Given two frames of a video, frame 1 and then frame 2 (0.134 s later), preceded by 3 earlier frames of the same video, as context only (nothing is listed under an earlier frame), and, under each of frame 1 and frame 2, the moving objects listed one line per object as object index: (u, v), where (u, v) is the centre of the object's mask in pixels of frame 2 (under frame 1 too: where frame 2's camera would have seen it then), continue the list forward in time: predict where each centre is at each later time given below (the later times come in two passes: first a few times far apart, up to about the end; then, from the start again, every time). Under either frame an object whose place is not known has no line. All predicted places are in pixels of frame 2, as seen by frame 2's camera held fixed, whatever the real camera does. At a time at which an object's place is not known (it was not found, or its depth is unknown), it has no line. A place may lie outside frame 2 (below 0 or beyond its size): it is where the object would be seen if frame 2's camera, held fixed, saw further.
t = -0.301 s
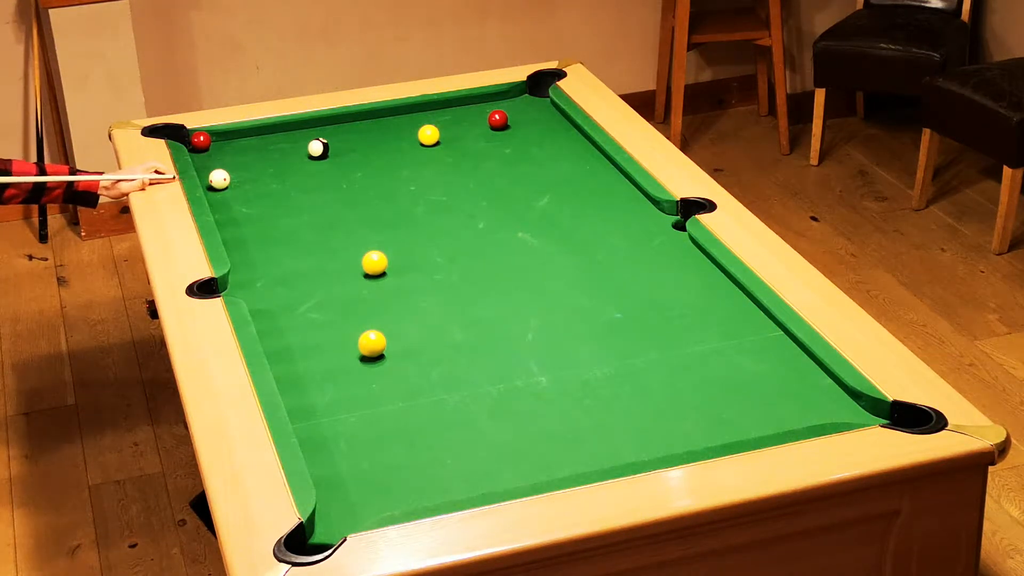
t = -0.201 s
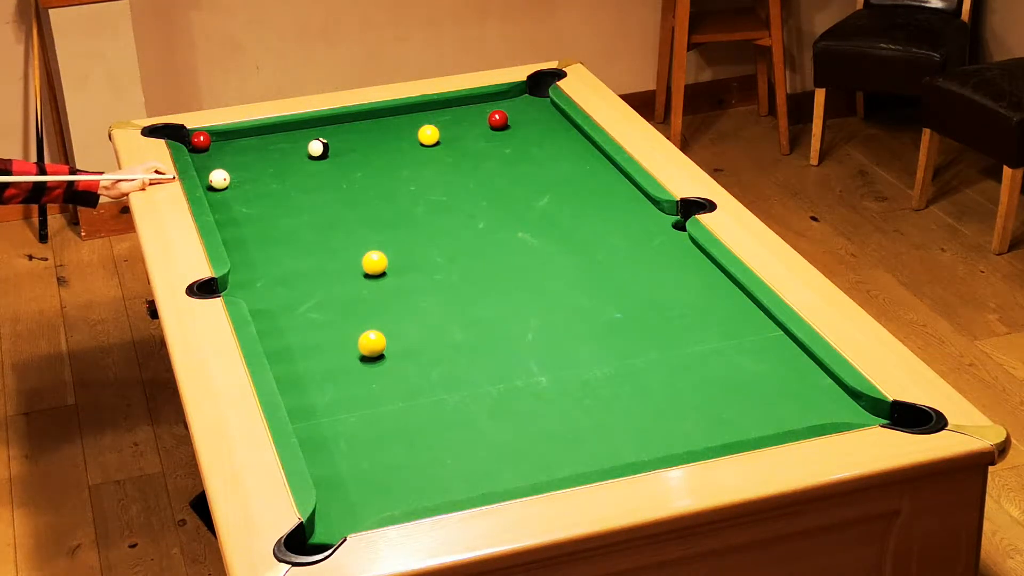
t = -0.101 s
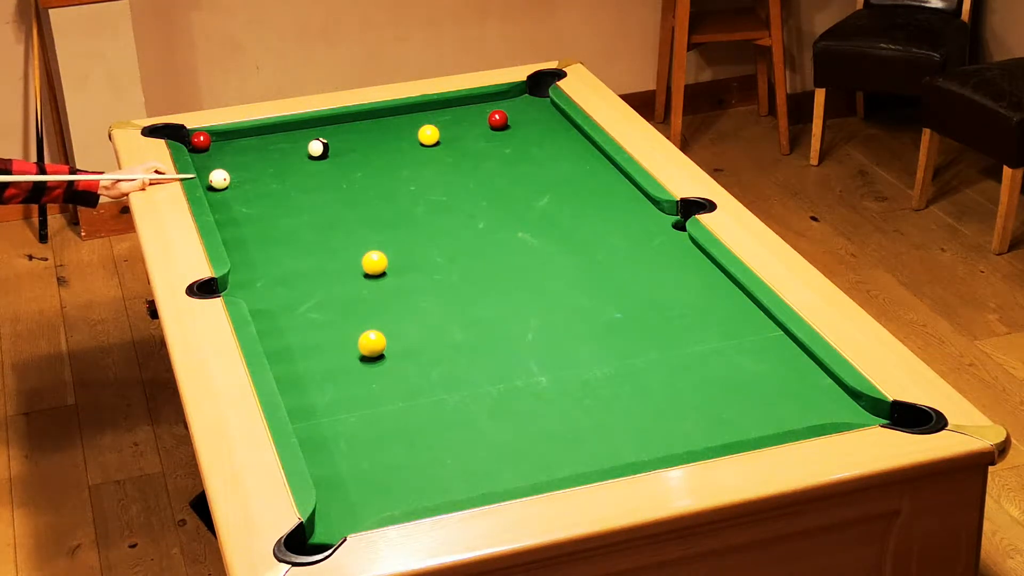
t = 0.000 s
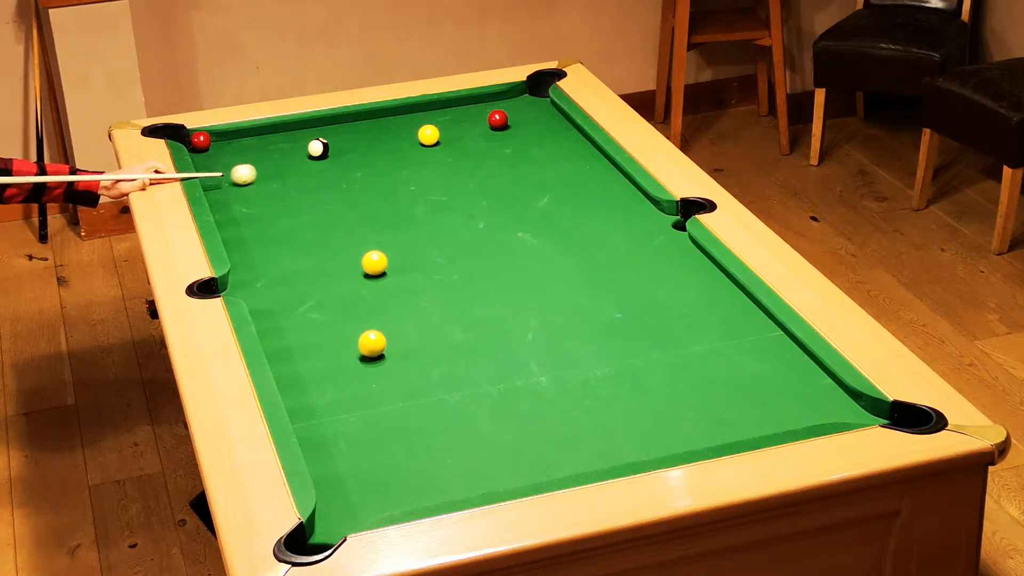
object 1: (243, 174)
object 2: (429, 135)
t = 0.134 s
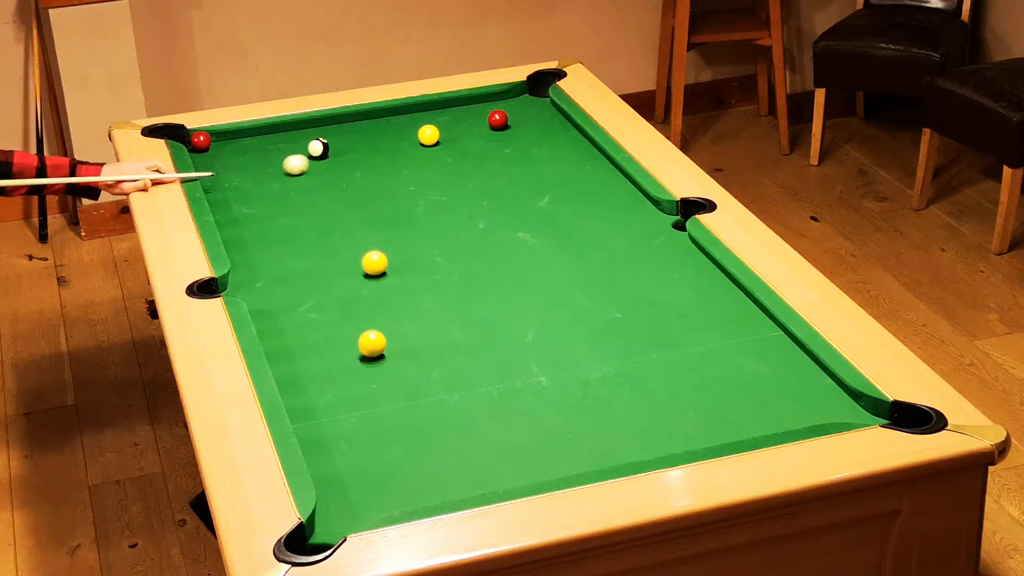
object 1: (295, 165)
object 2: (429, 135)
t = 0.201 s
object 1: (321, 160)
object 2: (429, 135)
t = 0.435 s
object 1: (407, 144)
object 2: (429, 135)
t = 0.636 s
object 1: (447, 146)
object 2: (450, 124)
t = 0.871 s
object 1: (489, 149)
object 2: (475, 112)
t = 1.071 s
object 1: (525, 152)
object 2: (495, 102)
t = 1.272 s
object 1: (560, 155)
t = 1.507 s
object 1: (599, 159)
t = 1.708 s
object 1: (589, 165)
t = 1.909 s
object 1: (578, 172)
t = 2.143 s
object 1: (566, 179)
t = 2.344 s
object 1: (557, 185)
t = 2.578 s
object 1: (547, 191)
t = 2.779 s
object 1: (539, 196)
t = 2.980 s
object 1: (532, 200)
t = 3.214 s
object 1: (525, 204)
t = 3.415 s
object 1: (520, 207)
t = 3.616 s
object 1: (516, 210)
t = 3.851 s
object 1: (513, 213)
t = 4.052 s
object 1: (511, 214)
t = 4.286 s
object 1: (510, 215)
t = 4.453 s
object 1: (510, 216)
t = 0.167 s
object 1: (308, 163)
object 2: (429, 135)
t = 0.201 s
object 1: (321, 160)
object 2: (429, 135)
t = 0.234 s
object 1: (334, 158)
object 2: (429, 135)
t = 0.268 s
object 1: (346, 155)
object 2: (429, 135)
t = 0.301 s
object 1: (358, 153)
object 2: (429, 135)
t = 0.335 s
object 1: (371, 150)
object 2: (429, 135)
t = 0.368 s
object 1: (383, 148)
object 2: (429, 135)
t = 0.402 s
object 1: (395, 146)
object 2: (429, 135)
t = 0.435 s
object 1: (407, 144)
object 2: (429, 135)
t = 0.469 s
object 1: (417, 142)
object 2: (431, 133)
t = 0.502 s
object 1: (422, 143)
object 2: (435, 131)
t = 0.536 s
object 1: (428, 144)
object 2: (440, 129)
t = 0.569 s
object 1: (434, 145)
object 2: (443, 127)
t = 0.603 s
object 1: (441, 145)
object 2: (447, 126)
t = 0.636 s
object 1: (447, 146)
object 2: (450, 124)
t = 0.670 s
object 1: (453, 146)
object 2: (454, 122)
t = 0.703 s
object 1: (459, 147)
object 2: (457, 121)
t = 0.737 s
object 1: (466, 147)
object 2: (461, 119)
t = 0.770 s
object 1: (472, 147)
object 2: (465, 117)
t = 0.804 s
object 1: (478, 148)
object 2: (468, 116)
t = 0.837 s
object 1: (484, 149)
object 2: (472, 114)
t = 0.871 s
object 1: (489, 149)
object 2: (475, 112)
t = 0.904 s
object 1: (496, 150)
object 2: (478, 111)
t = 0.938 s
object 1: (502, 150)
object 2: (482, 109)
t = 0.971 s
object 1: (507, 150)
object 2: (485, 107)
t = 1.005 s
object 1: (513, 151)
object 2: (488, 105)
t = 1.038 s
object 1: (519, 152)
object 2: (491, 104)
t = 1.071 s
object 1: (525, 152)
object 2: (495, 102)
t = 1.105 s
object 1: (531, 152)
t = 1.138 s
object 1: (537, 153)
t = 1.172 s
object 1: (543, 153)
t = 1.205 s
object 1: (548, 154)
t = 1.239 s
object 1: (554, 155)
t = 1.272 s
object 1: (560, 155)
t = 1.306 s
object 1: (565, 156)
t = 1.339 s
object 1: (571, 156)
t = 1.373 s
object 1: (577, 157)
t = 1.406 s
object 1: (582, 157)
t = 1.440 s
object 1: (588, 158)
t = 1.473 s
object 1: (593, 158)
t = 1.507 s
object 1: (599, 159)
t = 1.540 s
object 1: (599, 160)
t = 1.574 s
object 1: (597, 161)
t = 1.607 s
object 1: (595, 162)
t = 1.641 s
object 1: (593, 163)
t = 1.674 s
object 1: (591, 164)
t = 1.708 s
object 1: (589, 165)
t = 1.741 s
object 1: (587, 167)
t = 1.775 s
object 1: (585, 168)
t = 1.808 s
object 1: (584, 169)
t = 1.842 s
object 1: (582, 170)
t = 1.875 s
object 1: (580, 171)
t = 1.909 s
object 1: (578, 172)
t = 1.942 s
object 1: (576, 173)
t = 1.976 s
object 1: (575, 174)
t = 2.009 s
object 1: (573, 175)
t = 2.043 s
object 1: (571, 176)
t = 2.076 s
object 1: (570, 177)
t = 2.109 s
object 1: (568, 178)
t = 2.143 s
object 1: (566, 179)
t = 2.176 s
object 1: (565, 180)
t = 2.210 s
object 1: (563, 181)
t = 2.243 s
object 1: (562, 182)
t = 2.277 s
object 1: (560, 183)
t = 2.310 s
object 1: (559, 184)
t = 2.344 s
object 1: (557, 185)
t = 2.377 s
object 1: (556, 186)
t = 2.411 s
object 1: (554, 187)
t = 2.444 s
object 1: (553, 187)
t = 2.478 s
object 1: (551, 188)
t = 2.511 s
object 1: (550, 189)
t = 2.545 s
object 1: (548, 190)
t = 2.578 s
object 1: (547, 191)
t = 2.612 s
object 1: (546, 192)
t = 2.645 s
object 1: (544, 193)
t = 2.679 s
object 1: (543, 193)
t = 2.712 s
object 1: (542, 194)
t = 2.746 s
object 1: (541, 195)
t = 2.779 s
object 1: (539, 196)
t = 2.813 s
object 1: (538, 196)
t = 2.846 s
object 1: (537, 197)
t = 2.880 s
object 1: (536, 198)
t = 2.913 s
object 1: (535, 199)
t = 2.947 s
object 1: (533, 199)
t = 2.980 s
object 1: (532, 200)
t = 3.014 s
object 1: (531, 201)
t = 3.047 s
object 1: (530, 201)
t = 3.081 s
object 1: (529, 202)
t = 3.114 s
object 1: (528, 203)
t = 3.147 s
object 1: (527, 203)
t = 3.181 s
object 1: (526, 204)
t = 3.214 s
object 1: (525, 204)
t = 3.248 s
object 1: (524, 205)
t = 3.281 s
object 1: (523, 205)
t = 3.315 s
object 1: (522, 206)
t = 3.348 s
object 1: (522, 206)
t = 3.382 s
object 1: (521, 207)
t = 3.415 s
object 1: (520, 207)
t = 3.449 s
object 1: (519, 208)
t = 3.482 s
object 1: (518, 208)
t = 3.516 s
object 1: (518, 209)
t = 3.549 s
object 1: (517, 209)
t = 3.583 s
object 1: (517, 210)
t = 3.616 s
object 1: (516, 210)
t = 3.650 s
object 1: (515, 211)
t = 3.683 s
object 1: (515, 211)
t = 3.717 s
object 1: (515, 211)
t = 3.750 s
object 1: (514, 212)
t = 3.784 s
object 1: (514, 212)
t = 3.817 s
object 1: (513, 212)
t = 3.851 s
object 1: (513, 213)
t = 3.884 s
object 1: (512, 213)
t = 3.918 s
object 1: (512, 213)
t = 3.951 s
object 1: (512, 214)
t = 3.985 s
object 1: (511, 214)
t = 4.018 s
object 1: (511, 214)
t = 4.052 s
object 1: (511, 214)
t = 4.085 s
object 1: (511, 215)
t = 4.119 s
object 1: (510, 215)
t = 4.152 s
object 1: (510, 215)
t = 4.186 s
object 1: (510, 215)
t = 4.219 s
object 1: (510, 215)
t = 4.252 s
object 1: (510, 215)
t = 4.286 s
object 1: (510, 215)
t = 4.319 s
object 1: (510, 215)
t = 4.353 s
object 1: (510, 215)
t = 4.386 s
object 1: (510, 215)
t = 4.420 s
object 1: (510, 216)
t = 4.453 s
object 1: (510, 216)
